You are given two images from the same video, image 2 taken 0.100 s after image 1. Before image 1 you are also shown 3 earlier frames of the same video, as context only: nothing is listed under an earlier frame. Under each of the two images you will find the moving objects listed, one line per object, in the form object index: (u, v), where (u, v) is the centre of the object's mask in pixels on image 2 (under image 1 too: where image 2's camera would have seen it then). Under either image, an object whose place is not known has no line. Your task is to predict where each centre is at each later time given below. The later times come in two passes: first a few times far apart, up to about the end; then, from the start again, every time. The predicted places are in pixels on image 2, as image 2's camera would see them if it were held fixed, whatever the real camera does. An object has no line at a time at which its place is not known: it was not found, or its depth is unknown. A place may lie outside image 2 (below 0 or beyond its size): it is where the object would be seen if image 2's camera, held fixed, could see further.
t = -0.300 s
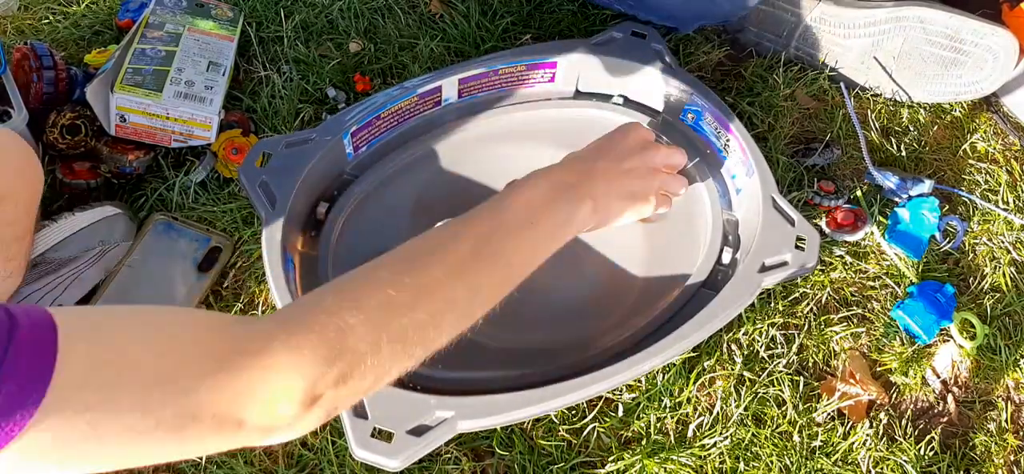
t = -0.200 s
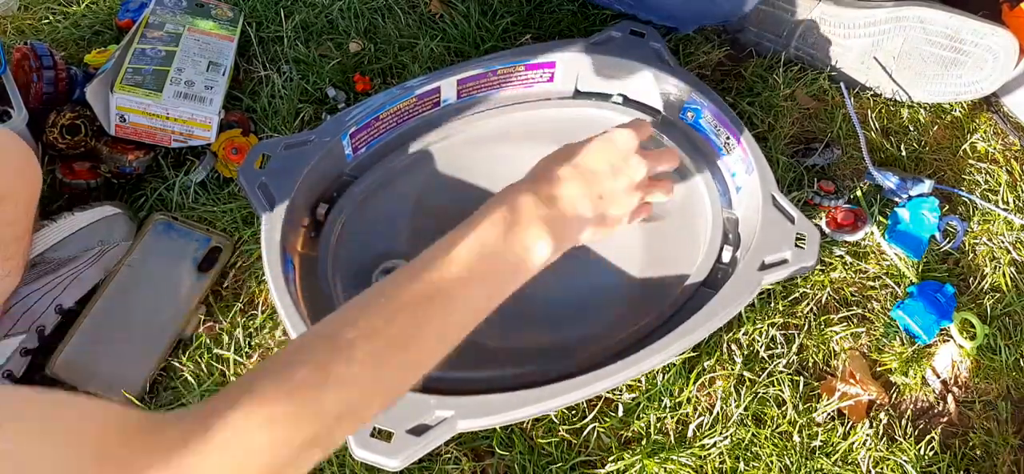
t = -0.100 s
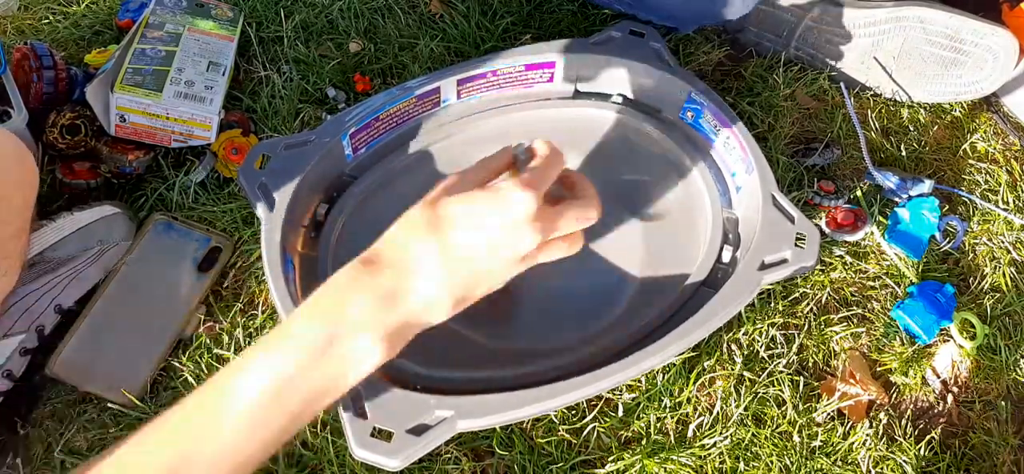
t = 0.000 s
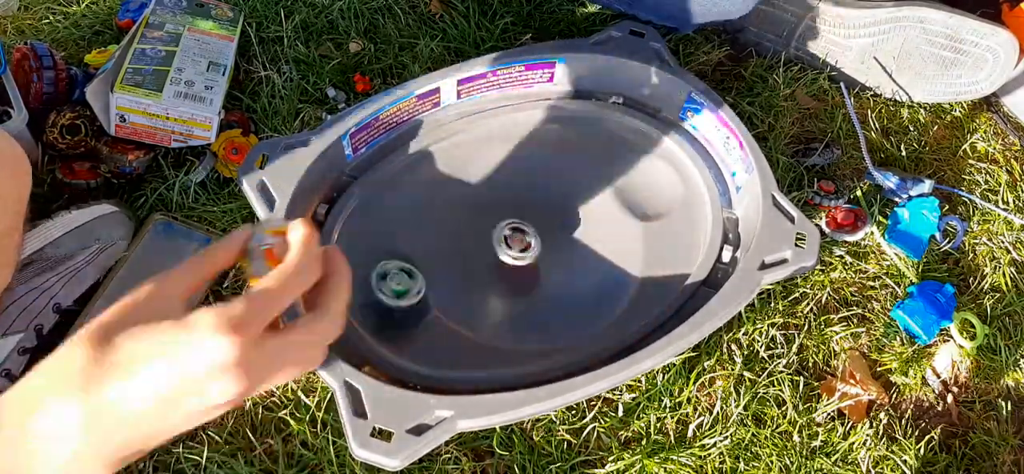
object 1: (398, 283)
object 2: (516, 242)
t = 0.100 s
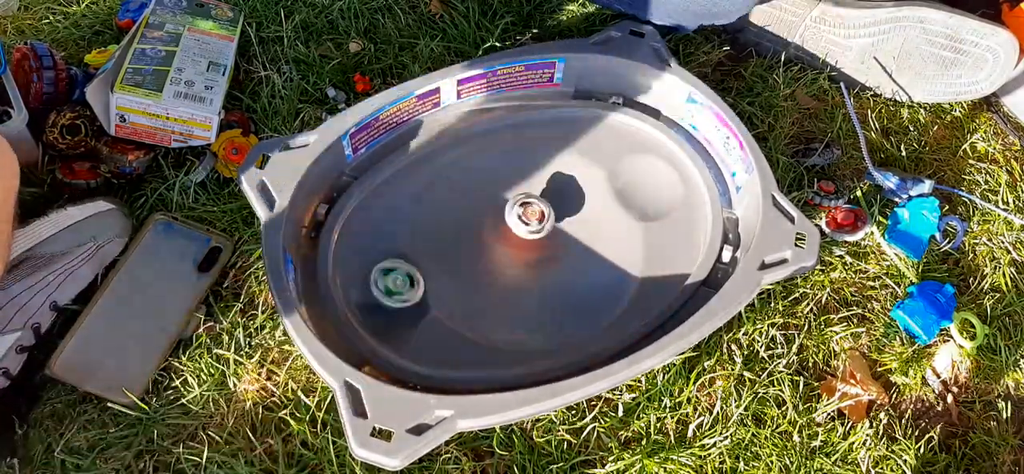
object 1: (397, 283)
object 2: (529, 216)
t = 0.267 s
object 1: (392, 280)
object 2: (529, 174)
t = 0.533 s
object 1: (385, 272)
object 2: (515, 222)
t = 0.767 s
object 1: (396, 274)
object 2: (578, 253)
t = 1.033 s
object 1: (411, 264)
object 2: (552, 228)
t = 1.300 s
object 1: (467, 284)
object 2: (497, 245)
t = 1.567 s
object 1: (445, 347)
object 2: (539, 174)
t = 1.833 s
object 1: (437, 310)
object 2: (555, 179)
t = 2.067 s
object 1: (412, 277)
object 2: (565, 232)
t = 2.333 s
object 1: (405, 262)
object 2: (534, 275)
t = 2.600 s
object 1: (414, 286)
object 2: (479, 264)
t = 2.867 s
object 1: (406, 283)
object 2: (464, 215)
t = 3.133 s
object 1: (412, 278)
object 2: (508, 191)
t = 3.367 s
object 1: (470, 279)
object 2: (557, 206)
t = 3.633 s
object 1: (489, 232)
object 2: (621, 241)
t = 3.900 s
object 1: (480, 218)
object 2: (590, 256)
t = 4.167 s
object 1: (509, 207)
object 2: (537, 257)
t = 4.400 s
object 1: (538, 203)
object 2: (516, 242)
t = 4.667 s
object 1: (561, 239)
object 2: (477, 220)
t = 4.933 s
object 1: (540, 275)
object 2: (514, 238)
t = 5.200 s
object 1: (494, 256)
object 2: (542, 196)
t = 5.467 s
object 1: (473, 223)
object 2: (530, 222)
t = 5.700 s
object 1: (503, 225)
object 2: (536, 258)
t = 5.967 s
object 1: (553, 235)
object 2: (528, 263)
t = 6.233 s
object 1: (593, 292)
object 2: (471, 205)
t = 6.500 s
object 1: (563, 267)
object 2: (526, 216)
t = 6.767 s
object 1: (519, 272)
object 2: (576, 219)
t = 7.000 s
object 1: (514, 268)
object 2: (552, 248)
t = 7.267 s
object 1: (513, 267)
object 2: (550, 247)
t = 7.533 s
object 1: (512, 267)
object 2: (550, 247)
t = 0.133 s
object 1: (397, 283)
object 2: (531, 207)
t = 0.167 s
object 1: (395, 282)
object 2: (533, 198)
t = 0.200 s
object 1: (394, 281)
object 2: (533, 190)
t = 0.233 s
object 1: (393, 280)
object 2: (532, 182)
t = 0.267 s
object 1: (392, 280)
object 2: (529, 174)
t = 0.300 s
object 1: (391, 280)
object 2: (523, 169)
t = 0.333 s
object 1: (389, 280)
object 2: (516, 168)
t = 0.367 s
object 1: (389, 280)
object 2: (509, 171)
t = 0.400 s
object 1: (387, 279)
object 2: (504, 179)
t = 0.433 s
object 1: (387, 278)
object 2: (503, 190)
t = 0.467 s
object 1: (385, 276)
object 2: (505, 201)
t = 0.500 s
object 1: (386, 273)
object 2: (509, 212)
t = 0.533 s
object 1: (385, 272)
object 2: (515, 222)
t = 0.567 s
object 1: (387, 271)
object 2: (523, 230)
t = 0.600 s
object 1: (389, 271)
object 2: (532, 237)
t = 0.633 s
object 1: (391, 271)
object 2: (541, 243)
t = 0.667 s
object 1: (394, 272)
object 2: (550, 248)
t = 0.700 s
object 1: (395, 273)
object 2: (559, 251)
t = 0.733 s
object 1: (396, 274)
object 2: (569, 253)
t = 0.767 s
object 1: (396, 274)
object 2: (578, 253)
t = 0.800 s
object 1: (398, 273)
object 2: (586, 252)
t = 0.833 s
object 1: (399, 272)
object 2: (593, 248)
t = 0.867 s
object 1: (400, 269)
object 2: (596, 242)
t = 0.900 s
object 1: (402, 269)
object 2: (594, 235)
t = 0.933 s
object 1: (404, 266)
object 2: (587, 230)
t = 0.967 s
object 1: (406, 265)
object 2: (577, 227)
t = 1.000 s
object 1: (407, 264)
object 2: (565, 226)
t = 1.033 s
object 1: (411, 264)
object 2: (552, 228)
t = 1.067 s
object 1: (415, 264)
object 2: (540, 229)
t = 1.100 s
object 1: (422, 266)
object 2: (529, 232)
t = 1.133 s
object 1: (431, 268)
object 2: (519, 235)
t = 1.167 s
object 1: (440, 271)
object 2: (509, 240)
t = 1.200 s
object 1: (453, 272)
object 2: (500, 244)
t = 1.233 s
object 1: (460, 275)
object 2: (496, 246)
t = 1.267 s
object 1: (461, 280)
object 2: (497, 245)
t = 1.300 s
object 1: (467, 284)
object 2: (497, 245)
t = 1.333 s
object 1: (472, 286)
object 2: (496, 246)
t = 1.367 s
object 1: (479, 287)
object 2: (493, 246)
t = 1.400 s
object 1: (469, 307)
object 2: (505, 229)
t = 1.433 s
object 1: (461, 323)
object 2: (517, 212)
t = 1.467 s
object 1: (454, 342)
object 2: (526, 198)
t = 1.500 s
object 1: (448, 354)
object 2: (533, 187)
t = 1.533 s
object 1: (445, 353)
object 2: (537, 179)
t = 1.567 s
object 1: (445, 347)
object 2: (539, 174)
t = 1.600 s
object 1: (446, 339)
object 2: (541, 170)
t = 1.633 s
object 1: (446, 332)
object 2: (541, 167)
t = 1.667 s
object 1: (445, 326)
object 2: (542, 166)
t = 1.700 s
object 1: (445, 322)
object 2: (544, 166)
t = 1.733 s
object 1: (445, 318)
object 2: (546, 167)
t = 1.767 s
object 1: (443, 315)
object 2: (549, 169)
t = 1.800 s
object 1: (440, 312)
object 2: (553, 174)
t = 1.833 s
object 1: (437, 310)
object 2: (555, 179)
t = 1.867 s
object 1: (433, 308)
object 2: (559, 185)
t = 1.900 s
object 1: (429, 306)
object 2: (561, 193)
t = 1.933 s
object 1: (425, 301)
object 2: (564, 202)
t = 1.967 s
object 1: (421, 299)
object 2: (564, 209)
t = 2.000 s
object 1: (418, 292)
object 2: (566, 217)
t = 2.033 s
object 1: (414, 284)
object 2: (565, 224)
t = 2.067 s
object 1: (412, 277)
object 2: (565, 232)
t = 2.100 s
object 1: (410, 270)
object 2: (564, 239)
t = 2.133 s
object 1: (410, 265)
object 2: (563, 246)
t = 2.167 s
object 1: (409, 261)
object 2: (559, 252)
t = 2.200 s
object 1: (407, 258)
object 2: (556, 258)
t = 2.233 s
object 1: (406, 256)
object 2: (551, 263)
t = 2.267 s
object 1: (406, 257)
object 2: (547, 268)
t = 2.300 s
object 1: (406, 259)
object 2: (540, 272)
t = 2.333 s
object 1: (405, 262)
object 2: (534, 275)
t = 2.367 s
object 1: (406, 265)
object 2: (527, 277)
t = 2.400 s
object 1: (407, 270)
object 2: (520, 278)
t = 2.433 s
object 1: (408, 275)
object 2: (512, 278)
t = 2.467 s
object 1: (409, 280)
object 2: (505, 277)
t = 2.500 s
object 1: (411, 282)
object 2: (498, 275)
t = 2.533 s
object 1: (412, 283)
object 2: (491, 273)
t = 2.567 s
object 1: (414, 286)
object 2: (484, 269)
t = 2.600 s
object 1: (414, 286)
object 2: (479, 264)
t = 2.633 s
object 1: (412, 286)
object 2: (473, 259)
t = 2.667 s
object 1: (410, 283)
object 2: (470, 253)
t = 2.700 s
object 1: (409, 285)
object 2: (466, 247)
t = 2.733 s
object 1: (408, 285)
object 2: (464, 241)
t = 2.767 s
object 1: (409, 286)
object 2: (462, 235)
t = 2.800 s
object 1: (408, 286)
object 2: (462, 228)
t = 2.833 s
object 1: (407, 285)
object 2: (462, 222)
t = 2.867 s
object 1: (406, 283)
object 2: (464, 215)
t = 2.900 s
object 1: (405, 282)
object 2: (467, 211)
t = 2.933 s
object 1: (405, 280)
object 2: (471, 206)
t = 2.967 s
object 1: (405, 279)
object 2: (475, 201)
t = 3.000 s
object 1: (406, 278)
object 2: (481, 198)
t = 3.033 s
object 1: (406, 278)
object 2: (487, 195)
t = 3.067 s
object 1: (408, 278)
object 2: (493, 192)
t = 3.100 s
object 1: (409, 278)
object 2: (500, 191)
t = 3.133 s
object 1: (412, 278)
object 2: (508, 191)
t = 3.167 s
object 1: (415, 279)
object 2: (515, 190)
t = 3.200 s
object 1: (419, 280)
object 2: (523, 191)
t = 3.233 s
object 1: (426, 281)
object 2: (530, 193)
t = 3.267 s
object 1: (433, 282)
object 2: (538, 195)
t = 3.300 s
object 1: (444, 281)
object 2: (544, 198)
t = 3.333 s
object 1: (457, 281)
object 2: (550, 201)
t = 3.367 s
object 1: (470, 279)
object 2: (557, 206)
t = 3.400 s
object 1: (483, 273)
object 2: (562, 210)
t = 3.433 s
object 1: (495, 269)
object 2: (567, 216)
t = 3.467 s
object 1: (507, 264)
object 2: (571, 220)
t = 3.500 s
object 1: (516, 257)
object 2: (574, 227)
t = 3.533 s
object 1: (525, 251)
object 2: (577, 232)
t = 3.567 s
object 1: (515, 245)
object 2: (592, 236)
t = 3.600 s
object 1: (500, 238)
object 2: (610, 240)
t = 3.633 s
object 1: (489, 232)
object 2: (621, 241)
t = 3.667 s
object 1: (481, 228)
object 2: (626, 242)
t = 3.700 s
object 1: (477, 223)
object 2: (628, 243)
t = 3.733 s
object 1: (473, 221)
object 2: (627, 243)
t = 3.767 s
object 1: (472, 218)
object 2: (625, 246)
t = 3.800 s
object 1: (472, 217)
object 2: (619, 248)
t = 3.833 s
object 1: (473, 216)
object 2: (612, 251)
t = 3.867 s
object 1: (476, 217)
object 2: (602, 254)
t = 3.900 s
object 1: (480, 218)
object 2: (590, 256)
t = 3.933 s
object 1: (484, 220)
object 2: (578, 257)
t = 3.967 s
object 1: (489, 222)
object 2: (567, 257)
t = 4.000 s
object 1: (495, 224)
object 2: (555, 257)
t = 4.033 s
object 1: (501, 227)
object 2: (546, 256)
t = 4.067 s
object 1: (505, 226)
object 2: (538, 254)
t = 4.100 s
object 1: (507, 218)
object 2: (538, 257)
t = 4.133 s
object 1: (507, 211)
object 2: (539, 258)
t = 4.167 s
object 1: (509, 207)
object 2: (537, 257)
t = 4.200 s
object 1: (513, 206)
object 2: (533, 254)
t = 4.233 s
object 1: (516, 206)
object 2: (530, 250)
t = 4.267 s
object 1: (519, 205)
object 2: (526, 245)
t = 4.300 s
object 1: (523, 204)
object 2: (522, 243)
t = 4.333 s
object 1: (529, 201)
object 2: (520, 244)
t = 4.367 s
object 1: (534, 202)
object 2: (518, 244)
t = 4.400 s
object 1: (538, 203)
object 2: (516, 242)
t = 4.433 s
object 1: (542, 206)
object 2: (514, 238)
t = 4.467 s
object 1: (546, 209)
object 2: (512, 232)
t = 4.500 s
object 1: (550, 214)
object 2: (509, 225)
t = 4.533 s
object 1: (555, 217)
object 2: (502, 222)
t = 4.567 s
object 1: (557, 222)
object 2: (493, 220)
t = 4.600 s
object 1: (559, 226)
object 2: (487, 218)
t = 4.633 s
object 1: (560, 233)
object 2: (481, 218)
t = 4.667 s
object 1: (561, 239)
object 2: (477, 220)
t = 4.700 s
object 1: (560, 243)
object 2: (475, 223)
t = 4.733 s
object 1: (559, 250)
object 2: (475, 227)
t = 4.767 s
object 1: (557, 256)
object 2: (479, 231)
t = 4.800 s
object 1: (555, 259)
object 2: (485, 234)
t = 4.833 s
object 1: (552, 264)
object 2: (492, 237)
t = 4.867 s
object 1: (549, 269)
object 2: (499, 238)
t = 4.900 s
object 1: (545, 271)
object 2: (507, 238)
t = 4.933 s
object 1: (540, 275)
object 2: (514, 238)
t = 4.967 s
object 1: (534, 279)
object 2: (520, 234)
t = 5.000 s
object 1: (531, 278)
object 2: (525, 229)
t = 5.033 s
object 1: (522, 279)
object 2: (533, 217)
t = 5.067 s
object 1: (519, 274)
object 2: (536, 213)
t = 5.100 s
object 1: (512, 271)
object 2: (538, 208)
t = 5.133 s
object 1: (506, 266)
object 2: (540, 203)
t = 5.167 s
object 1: (501, 262)
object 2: (541, 198)
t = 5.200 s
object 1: (494, 256)
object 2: (542, 196)
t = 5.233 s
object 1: (489, 251)
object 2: (541, 194)
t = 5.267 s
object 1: (483, 245)
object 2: (540, 195)
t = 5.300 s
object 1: (479, 239)
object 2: (537, 196)
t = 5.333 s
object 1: (474, 234)
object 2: (535, 199)
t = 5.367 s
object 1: (472, 231)
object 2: (533, 203)
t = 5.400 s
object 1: (470, 227)
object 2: (531, 209)
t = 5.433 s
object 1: (472, 223)
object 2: (531, 215)
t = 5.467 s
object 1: (473, 223)
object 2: (530, 222)
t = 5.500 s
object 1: (478, 220)
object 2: (529, 228)
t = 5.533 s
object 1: (480, 219)
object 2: (529, 233)
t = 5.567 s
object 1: (485, 220)
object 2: (532, 240)
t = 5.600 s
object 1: (489, 222)
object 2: (533, 245)
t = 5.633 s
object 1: (494, 225)
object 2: (534, 249)
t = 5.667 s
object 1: (498, 226)
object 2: (535, 253)
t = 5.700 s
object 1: (503, 225)
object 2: (536, 258)
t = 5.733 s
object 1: (510, 227)
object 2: (536, 262)
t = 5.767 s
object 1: (518, 226)
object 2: (536, 266)
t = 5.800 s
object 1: (526, 226)
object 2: (536, 269)
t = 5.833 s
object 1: (533, 229)
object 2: (535, 270)
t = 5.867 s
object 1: (539, 229)
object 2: (534, 271)
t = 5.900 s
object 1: (545, 231)
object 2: (533, 269)
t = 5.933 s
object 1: (550, 234)
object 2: (531, 267)
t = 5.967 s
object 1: (553, 235)
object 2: (528, 263)
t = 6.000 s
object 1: (556, 238)
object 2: (523, 259)
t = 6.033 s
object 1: (555, 242)
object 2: (520, 255)
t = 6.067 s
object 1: (554, 247)
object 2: (515, 250)
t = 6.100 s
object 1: (559, 258)
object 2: (499, 238)
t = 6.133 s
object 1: (568, 272)
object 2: (486, 226)
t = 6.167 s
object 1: (577, 283)
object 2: (476, 217)
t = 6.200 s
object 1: (586, 288)
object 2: (471, 209)
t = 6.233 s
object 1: (593, 292)
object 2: (471, 205)
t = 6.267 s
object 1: (597, 293)
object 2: (474, 202)
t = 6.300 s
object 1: (599, 292)
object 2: (478, 201)
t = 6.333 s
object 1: (597, 289)
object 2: (484, 202)
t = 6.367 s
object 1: (593, 286)
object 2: (491, 203)
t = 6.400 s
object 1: (588, 282)
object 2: (499, 203)
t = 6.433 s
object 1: (581, 279)
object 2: (507, 208)
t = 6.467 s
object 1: (572, 273)
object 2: (516, 212)
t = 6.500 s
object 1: (563, 267)
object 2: (526, 216)
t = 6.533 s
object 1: (555, 261)
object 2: (536, 221)
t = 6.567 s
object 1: (547, 261)
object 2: (545, 219)
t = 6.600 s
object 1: (540, 263)
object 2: (554, 218)
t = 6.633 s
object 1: (533, 263)
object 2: (563, 214)
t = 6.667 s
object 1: (528, 264)
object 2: (570, 214)
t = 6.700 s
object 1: (523, 268)
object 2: (574, 213)
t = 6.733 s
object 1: (520, 270)
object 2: (576, 216)
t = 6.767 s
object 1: (519, 272)
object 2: (576, 219)
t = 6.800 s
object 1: (519, 274)
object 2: (575, 224)
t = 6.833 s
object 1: (519, 275)
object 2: (570, 228)
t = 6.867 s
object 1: (519, 273)
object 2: (565, 235)
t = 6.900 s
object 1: (520, 271)
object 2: (560, 243)
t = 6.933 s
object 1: (517, 270)
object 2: (558, 247)
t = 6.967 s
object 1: (514, 268)
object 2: (555, 248)
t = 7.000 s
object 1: (514, 268)
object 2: (552, 248)
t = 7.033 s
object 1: (512, 267)
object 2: (550, 247)
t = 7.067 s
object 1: (513, 266)
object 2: (550, 247)
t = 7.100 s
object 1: (513, 266)
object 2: (550, 247)
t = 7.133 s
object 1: (513, 267)
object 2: (550, 247)
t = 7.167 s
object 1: (513, 266)
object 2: (550, 247)
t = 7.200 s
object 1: (512, 267)
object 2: (550, 247)
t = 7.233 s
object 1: (512, 266)
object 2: (550, 247)
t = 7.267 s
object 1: (513, 267)
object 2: (550, 247)
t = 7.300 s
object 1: (512, 266)
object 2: (550, 247)
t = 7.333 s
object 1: (512, 266)
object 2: (550, 247)
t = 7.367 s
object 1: (513, 266)
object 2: (550, 247)
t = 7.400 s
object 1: (512, 267)
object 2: (550, 247)
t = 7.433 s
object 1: (512, 267)
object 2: (550, 247)
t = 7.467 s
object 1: (512, 267)
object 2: (550, 247)
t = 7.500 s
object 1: (512, 266)
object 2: (550, 247)
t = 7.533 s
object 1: (512, 267)
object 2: (550, 247)
